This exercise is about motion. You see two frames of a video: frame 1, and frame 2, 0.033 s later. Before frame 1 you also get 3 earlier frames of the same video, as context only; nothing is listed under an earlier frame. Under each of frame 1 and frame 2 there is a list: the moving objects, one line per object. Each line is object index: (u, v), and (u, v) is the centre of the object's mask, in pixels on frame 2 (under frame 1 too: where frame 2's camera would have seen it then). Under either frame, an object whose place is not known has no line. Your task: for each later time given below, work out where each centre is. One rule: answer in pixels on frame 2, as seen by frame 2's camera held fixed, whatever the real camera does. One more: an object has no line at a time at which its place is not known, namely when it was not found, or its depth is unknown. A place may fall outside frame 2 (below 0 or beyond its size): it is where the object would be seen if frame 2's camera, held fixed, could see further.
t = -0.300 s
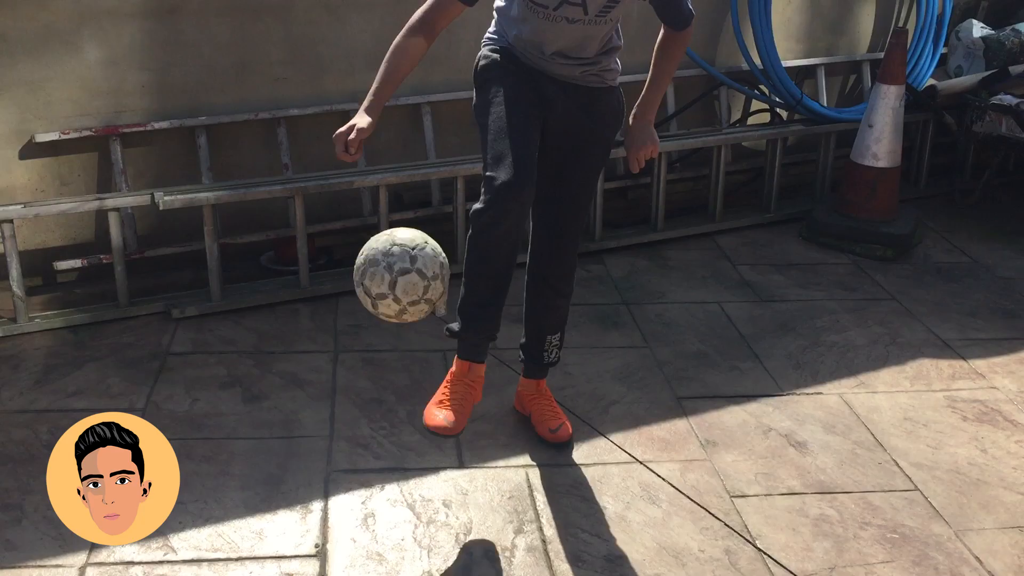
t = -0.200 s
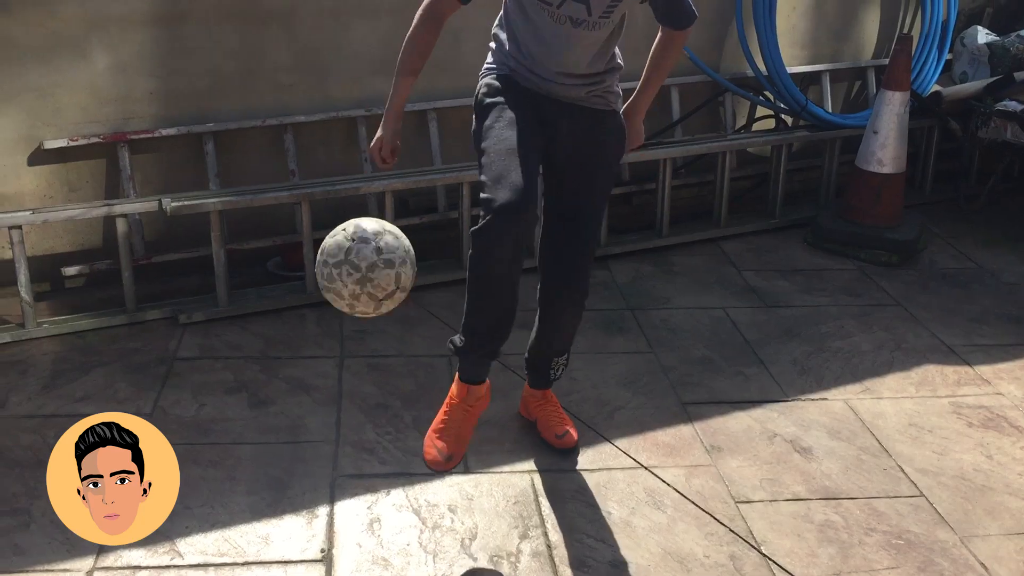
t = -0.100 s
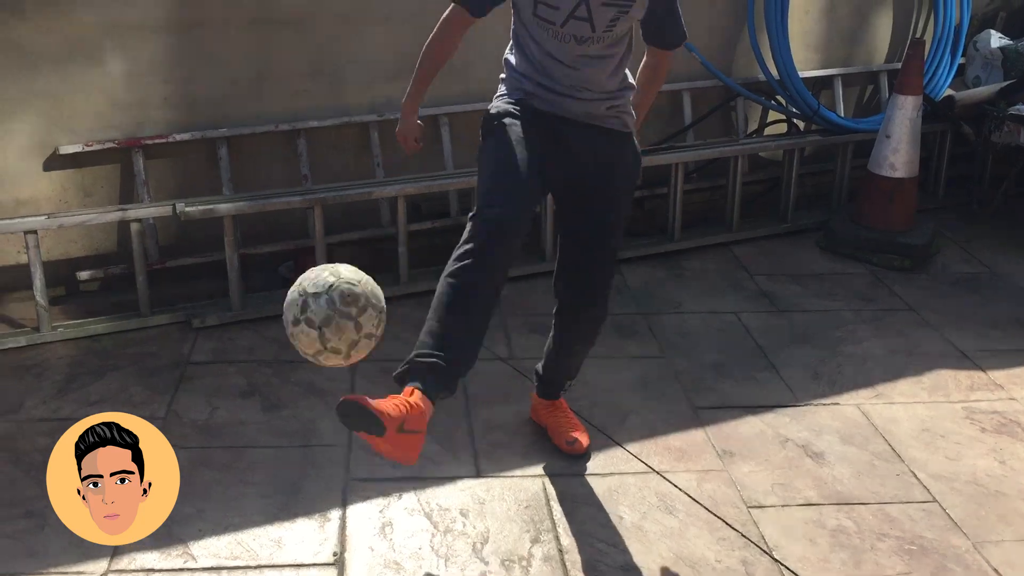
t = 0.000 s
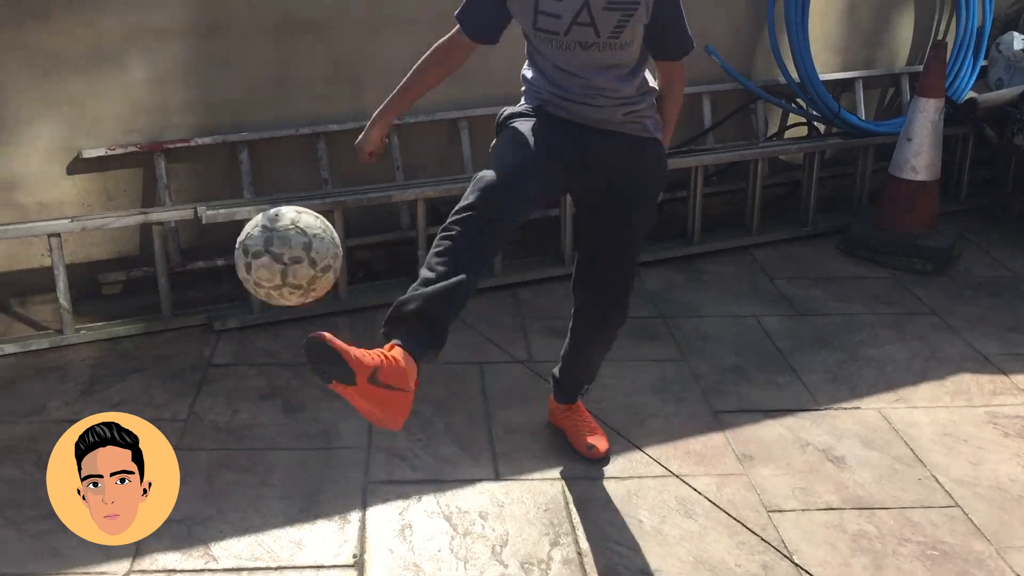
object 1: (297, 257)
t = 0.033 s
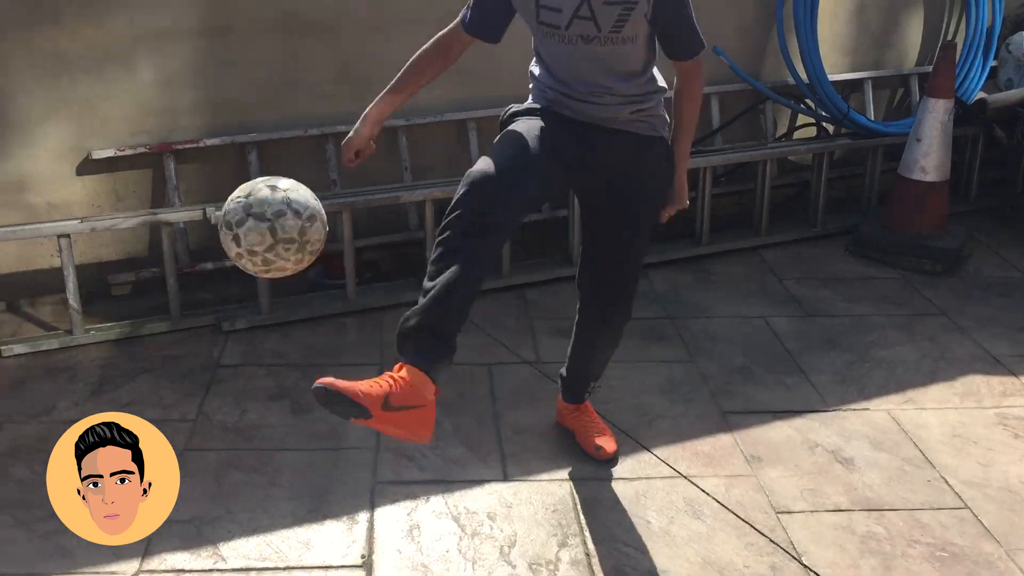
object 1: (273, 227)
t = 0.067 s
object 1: (248, 203)
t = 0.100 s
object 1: (225, 185)
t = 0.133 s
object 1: (202, 173)
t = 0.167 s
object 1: (181, 167)
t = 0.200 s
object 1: (160, 169)
